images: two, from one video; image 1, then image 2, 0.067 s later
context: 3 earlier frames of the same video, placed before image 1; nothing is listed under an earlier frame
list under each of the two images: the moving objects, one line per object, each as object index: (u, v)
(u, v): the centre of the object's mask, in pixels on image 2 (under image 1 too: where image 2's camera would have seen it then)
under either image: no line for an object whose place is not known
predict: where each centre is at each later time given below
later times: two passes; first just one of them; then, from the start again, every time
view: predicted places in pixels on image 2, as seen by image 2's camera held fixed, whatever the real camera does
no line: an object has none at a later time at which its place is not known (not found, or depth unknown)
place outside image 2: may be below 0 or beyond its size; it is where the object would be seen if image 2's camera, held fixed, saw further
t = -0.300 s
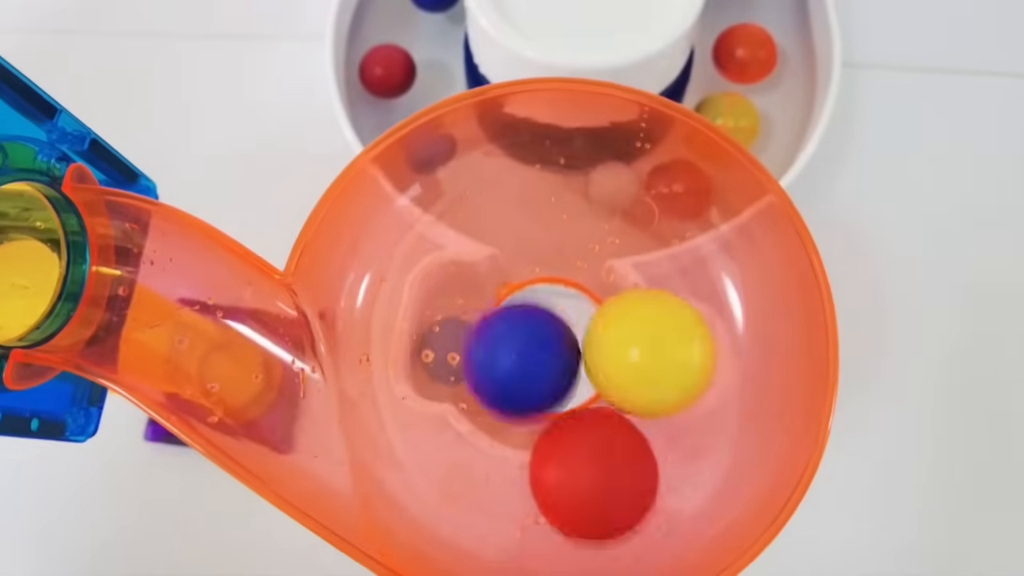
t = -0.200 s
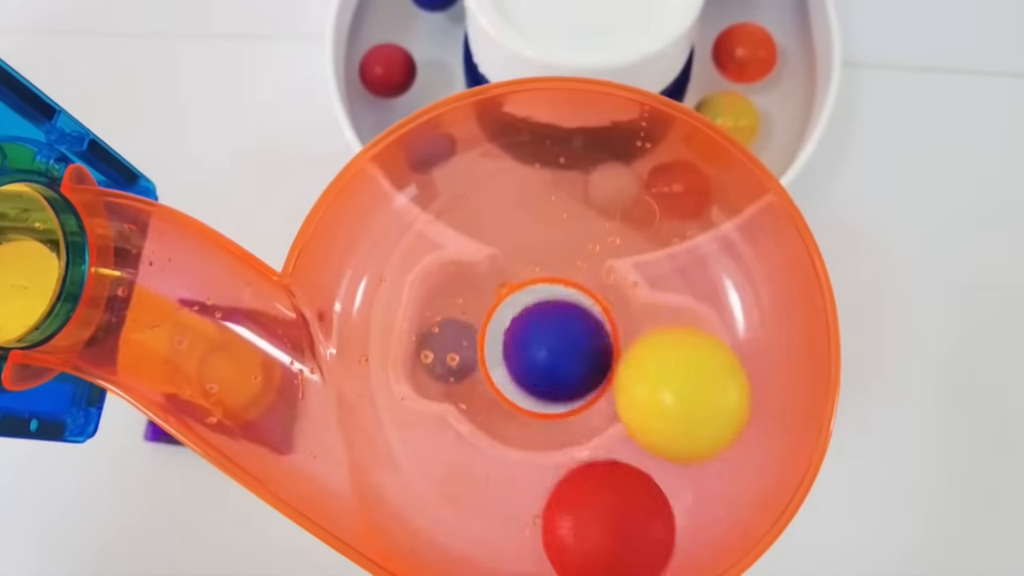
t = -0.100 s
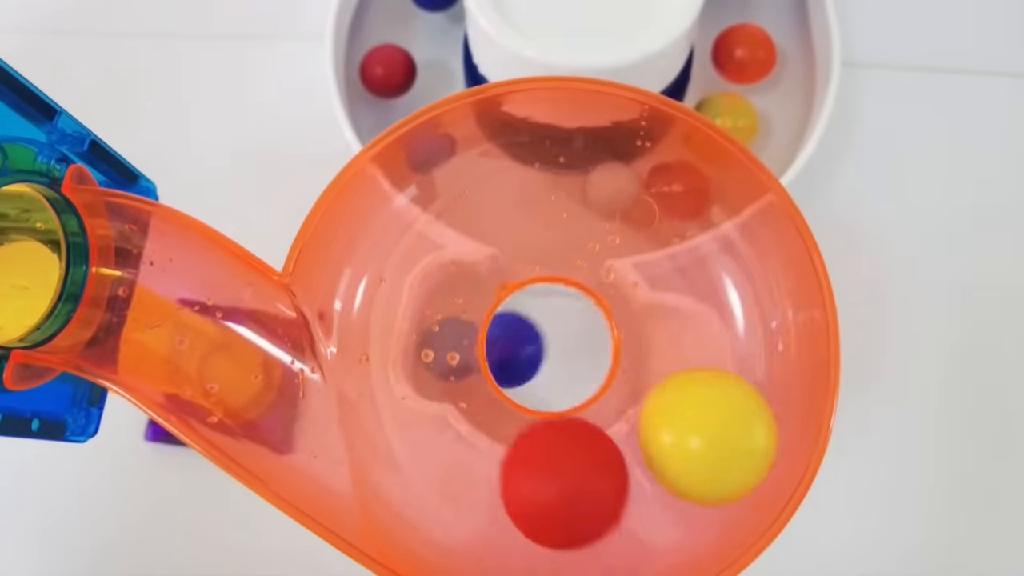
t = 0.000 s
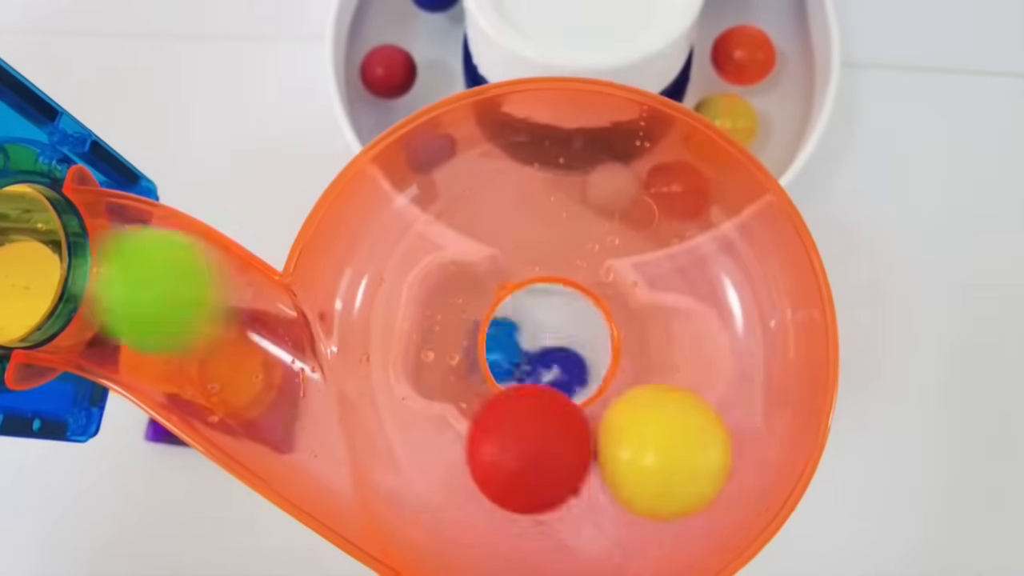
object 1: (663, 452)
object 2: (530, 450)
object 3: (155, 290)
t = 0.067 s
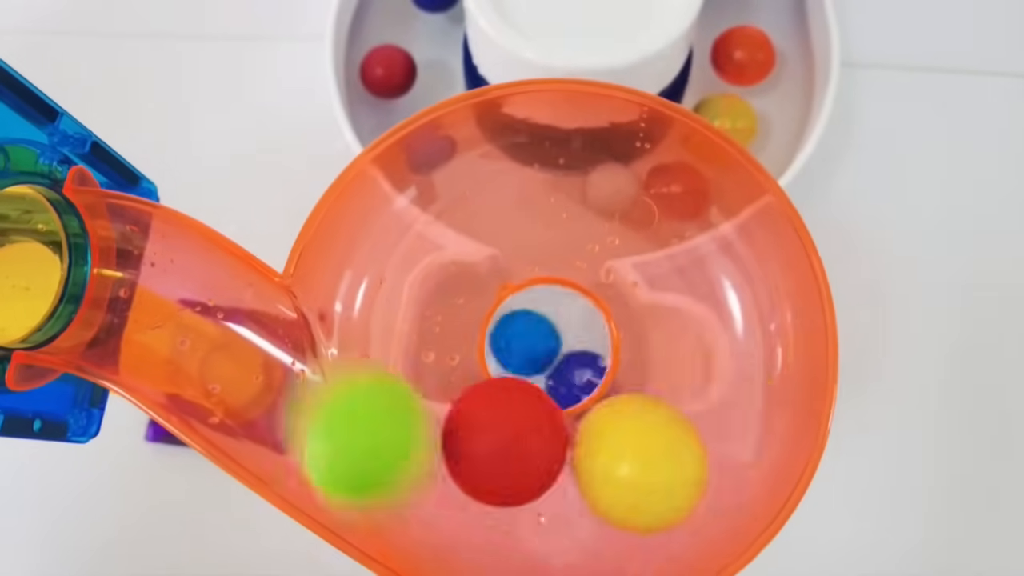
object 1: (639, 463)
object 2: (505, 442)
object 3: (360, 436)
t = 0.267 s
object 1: (733, 351)
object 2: (595, 367)
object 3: (591, 508)
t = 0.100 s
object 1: (703, 475)
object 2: (511, 437)
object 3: (392, 489)
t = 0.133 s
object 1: (726, 452)
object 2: (533, 431)
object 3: (427, 507)
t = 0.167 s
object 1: (721, 425)
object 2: (564, 424)
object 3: (465, 514)
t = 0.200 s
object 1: (725, 399)
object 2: (587, 407)
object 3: (505, 512)
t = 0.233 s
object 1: (731, 375)
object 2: (599, 386)
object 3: (544, 513)
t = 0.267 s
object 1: (733, 351)
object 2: (595, 367)
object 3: (591, 508)
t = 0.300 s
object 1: (721, 336)
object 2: (581, 353)
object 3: (638, 499)
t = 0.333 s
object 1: (700, 327)
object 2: (554, 343)
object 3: (678, 484)
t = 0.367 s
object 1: (678, 323)
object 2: (532, 342)
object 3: (707, 459)
